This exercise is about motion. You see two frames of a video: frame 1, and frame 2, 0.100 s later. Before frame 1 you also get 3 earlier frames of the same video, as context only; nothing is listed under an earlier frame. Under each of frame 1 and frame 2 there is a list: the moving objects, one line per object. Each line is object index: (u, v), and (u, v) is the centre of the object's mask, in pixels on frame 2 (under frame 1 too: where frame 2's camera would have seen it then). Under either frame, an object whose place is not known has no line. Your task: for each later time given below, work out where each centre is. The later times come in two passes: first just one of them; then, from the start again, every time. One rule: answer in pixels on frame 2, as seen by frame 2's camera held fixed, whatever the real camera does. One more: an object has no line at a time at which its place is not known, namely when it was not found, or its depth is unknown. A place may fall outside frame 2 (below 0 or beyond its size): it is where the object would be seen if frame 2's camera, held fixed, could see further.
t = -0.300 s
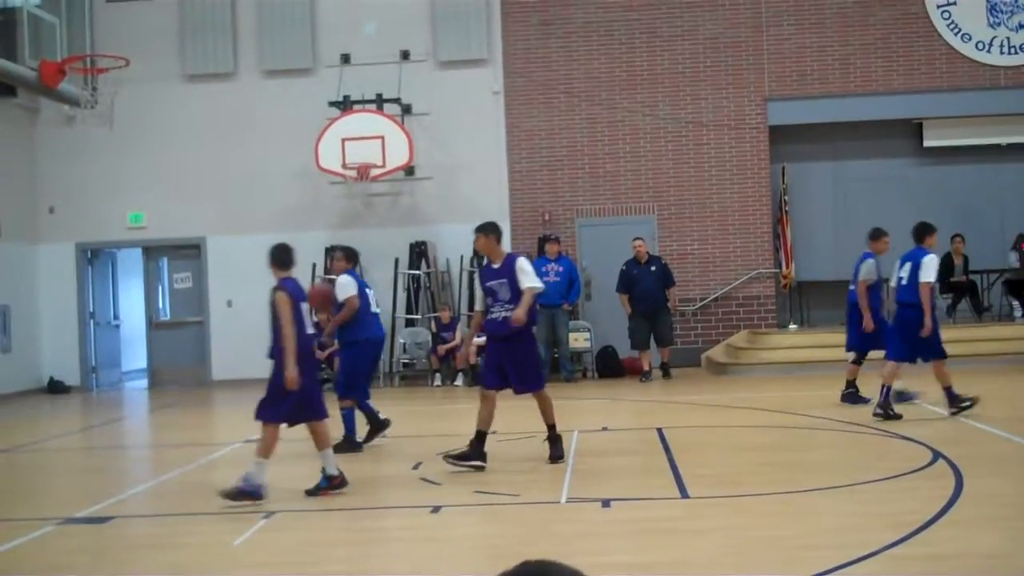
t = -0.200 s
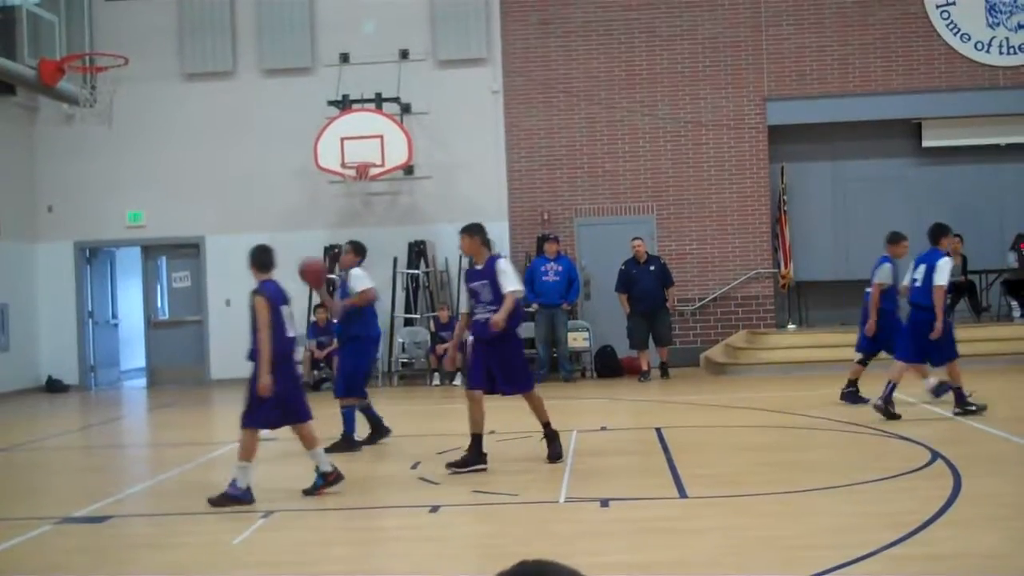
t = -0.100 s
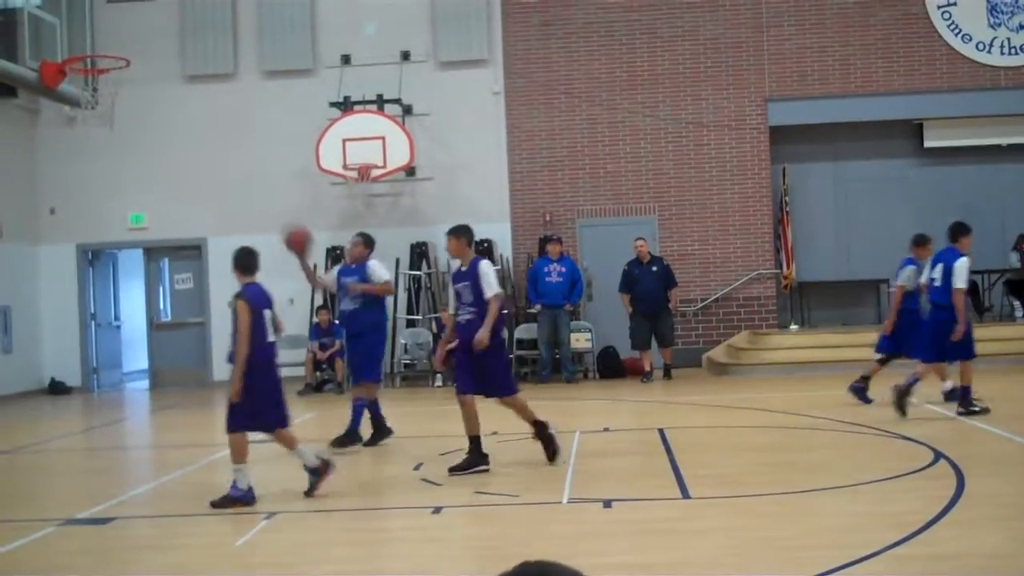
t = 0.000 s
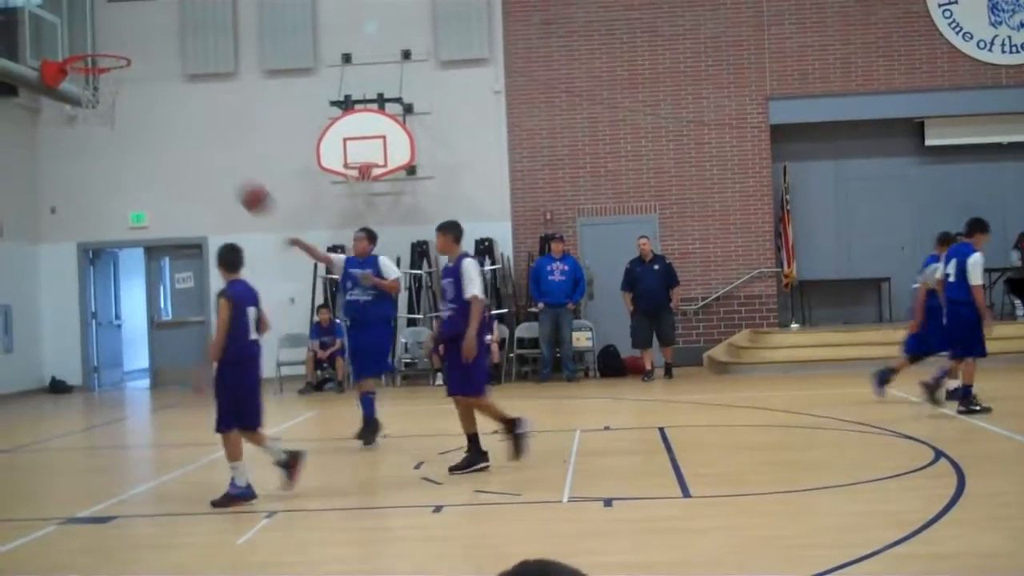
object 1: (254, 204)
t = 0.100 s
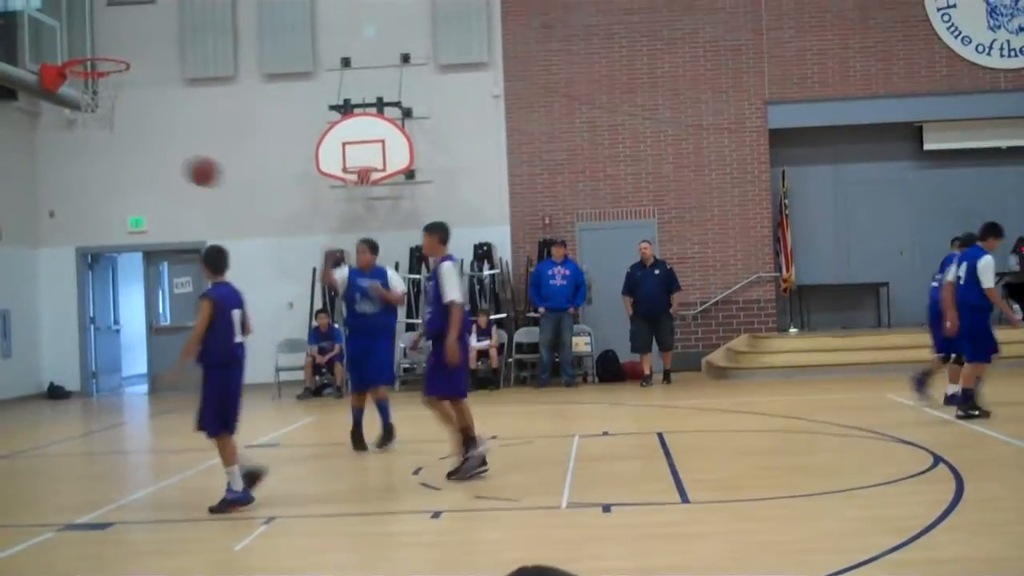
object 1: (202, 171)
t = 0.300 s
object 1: (89, 141)
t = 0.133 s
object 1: (185, 163)
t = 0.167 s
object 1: (166, 156)
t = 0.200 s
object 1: (148, 151)
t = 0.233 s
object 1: (129, 146)
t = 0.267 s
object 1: (109, 143)
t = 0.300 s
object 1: (89, 141)
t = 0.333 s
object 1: (69, 141)
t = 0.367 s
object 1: (47, 143)
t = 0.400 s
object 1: (27, 146)
